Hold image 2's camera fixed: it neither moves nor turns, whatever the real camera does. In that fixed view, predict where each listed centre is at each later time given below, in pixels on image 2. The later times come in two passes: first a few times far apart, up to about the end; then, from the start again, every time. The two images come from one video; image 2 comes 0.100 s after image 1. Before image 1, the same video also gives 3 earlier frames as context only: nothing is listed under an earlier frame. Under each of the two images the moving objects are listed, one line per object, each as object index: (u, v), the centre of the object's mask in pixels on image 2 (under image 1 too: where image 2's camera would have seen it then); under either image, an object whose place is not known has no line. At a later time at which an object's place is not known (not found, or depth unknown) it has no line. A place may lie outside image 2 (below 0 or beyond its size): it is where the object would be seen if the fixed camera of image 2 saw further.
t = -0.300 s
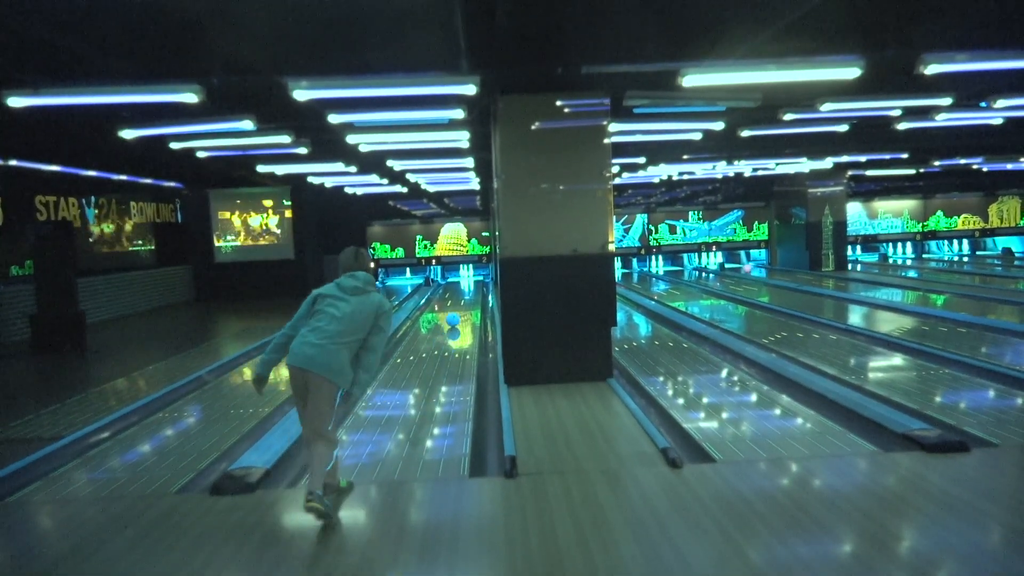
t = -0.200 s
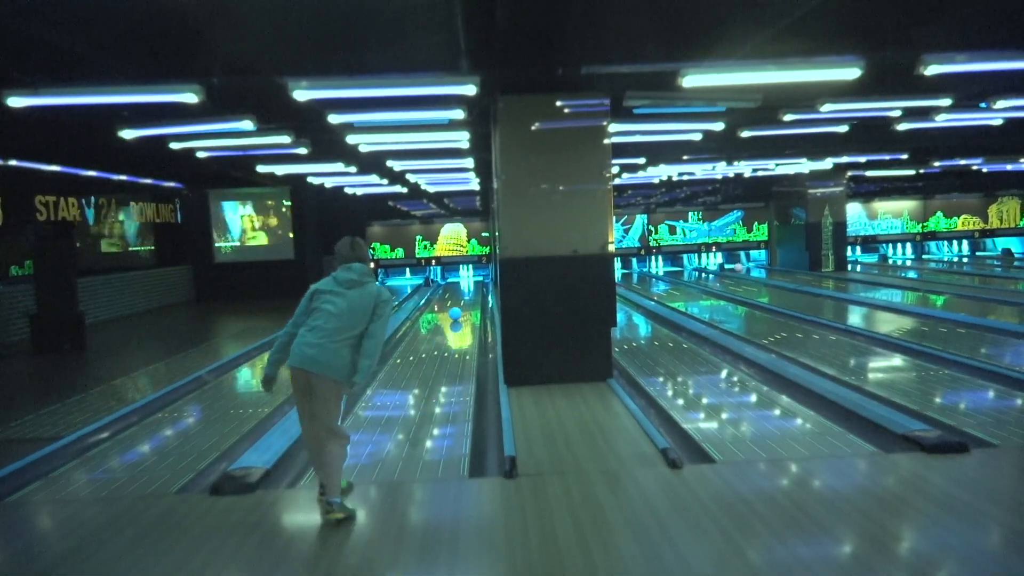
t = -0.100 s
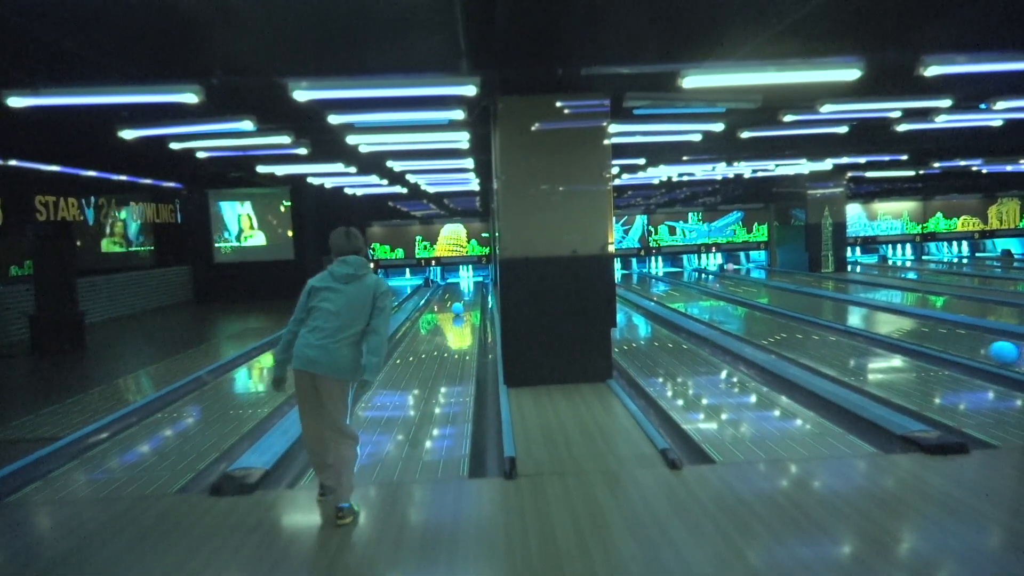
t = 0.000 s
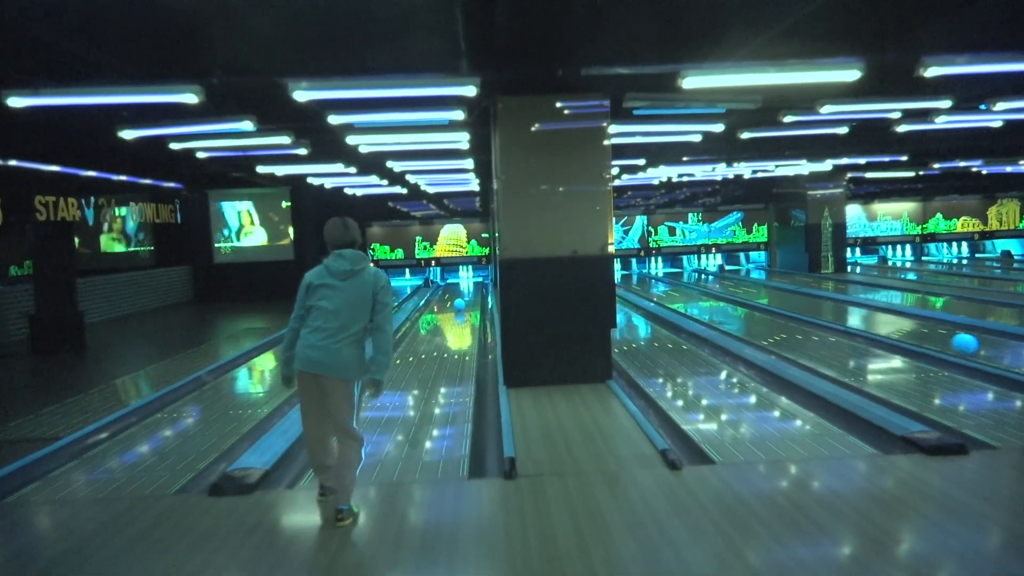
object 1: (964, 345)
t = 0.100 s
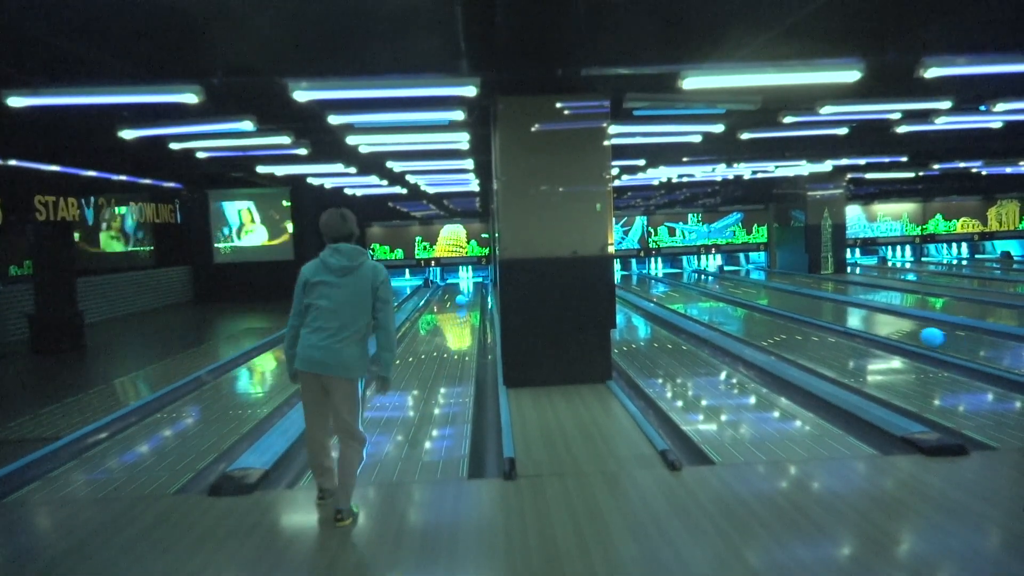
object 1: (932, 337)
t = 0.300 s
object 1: (881, 325)
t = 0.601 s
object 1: (825, 311)
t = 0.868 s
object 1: (790, 303)
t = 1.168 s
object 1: (760, 296)
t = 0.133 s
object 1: (922, 335)
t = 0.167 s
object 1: (914, 333)
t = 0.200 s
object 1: (905, 330)
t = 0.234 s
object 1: (897, 329)
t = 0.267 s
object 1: (889, 327)
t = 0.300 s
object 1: (881, 325)
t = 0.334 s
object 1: (873, 323)
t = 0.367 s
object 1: (867, 322)
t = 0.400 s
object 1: (860, 320)
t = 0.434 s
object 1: (853, 318)
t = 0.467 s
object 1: (847, 317)
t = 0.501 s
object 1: (842, 315)
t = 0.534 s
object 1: (836, 314)
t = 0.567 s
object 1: (830, 313)
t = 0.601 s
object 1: (825, 311)
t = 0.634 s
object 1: (820, 310)
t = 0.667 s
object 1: (815, 309)
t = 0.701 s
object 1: (811, 308)
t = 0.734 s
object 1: (806, 307)
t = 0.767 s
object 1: (802, 306)
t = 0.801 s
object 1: (798, 305)
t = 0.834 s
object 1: (794, 304)
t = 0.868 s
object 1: (790, 303)
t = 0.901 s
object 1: (786, 302)
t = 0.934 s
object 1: (782, 301)
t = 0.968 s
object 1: (779, 300)
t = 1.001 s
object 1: (776, 299)
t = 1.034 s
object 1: (772, 299)
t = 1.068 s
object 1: (769, 298)
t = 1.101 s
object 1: (766, 297)
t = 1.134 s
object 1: (763, 296)
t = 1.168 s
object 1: (760, 296)
